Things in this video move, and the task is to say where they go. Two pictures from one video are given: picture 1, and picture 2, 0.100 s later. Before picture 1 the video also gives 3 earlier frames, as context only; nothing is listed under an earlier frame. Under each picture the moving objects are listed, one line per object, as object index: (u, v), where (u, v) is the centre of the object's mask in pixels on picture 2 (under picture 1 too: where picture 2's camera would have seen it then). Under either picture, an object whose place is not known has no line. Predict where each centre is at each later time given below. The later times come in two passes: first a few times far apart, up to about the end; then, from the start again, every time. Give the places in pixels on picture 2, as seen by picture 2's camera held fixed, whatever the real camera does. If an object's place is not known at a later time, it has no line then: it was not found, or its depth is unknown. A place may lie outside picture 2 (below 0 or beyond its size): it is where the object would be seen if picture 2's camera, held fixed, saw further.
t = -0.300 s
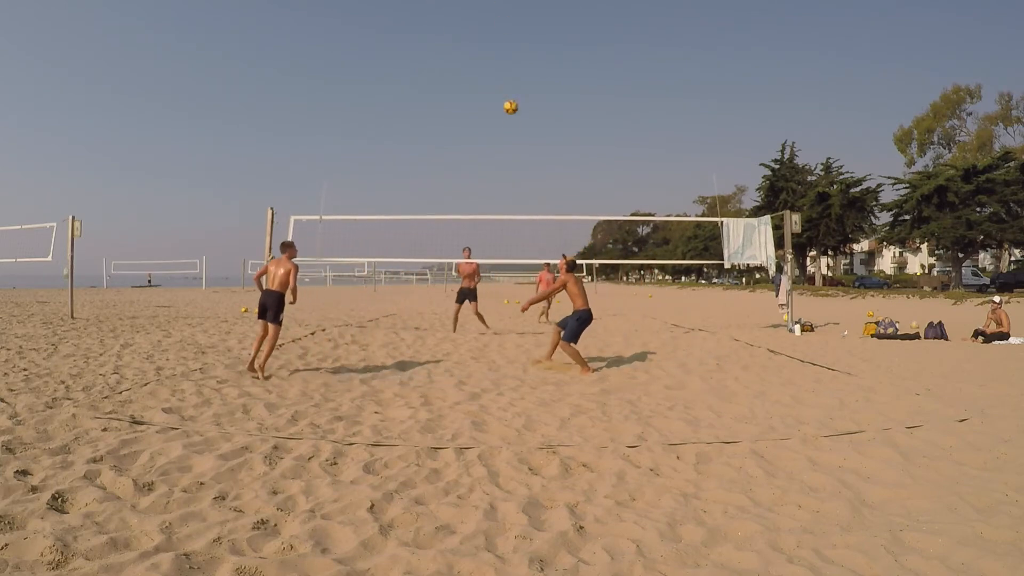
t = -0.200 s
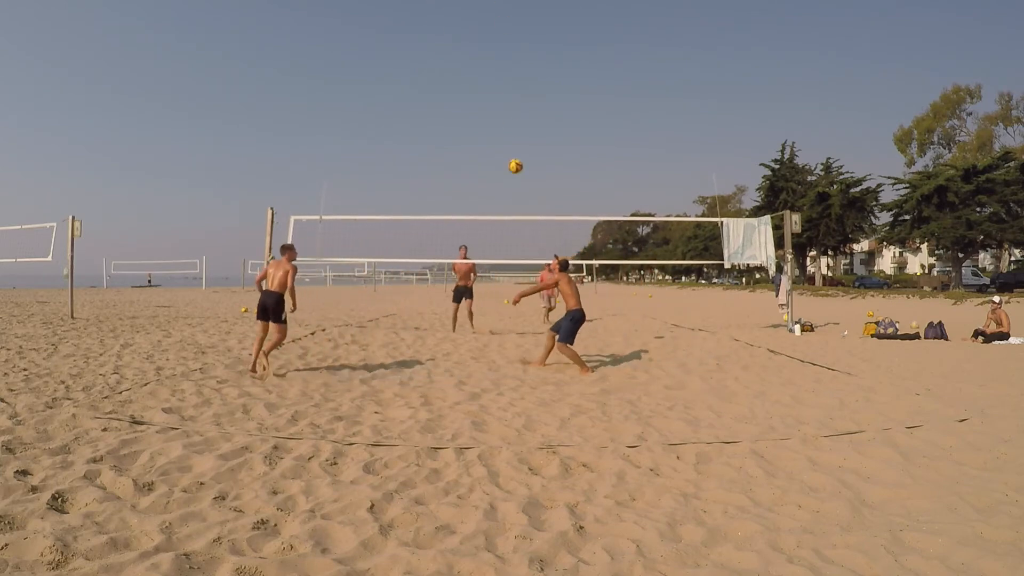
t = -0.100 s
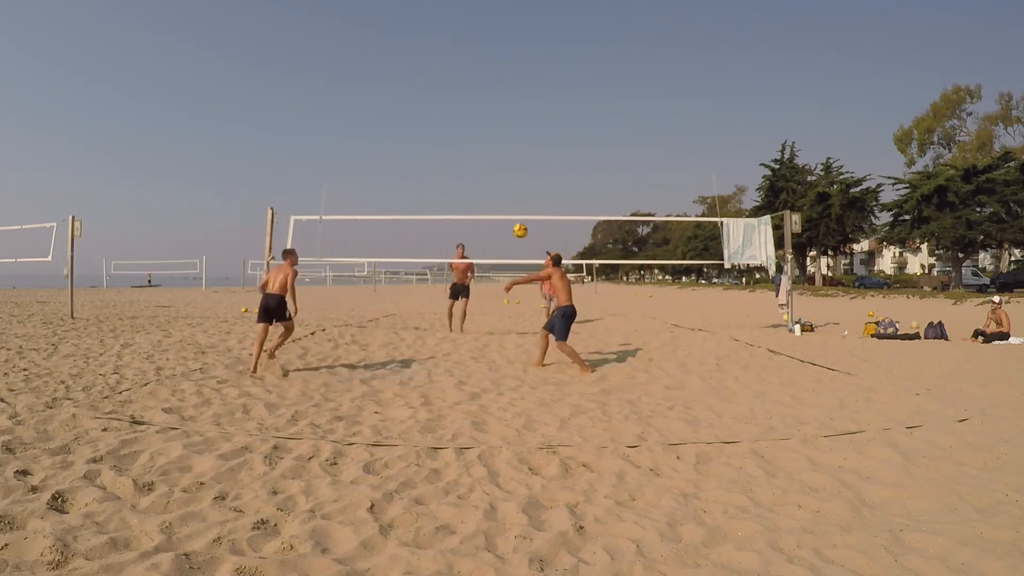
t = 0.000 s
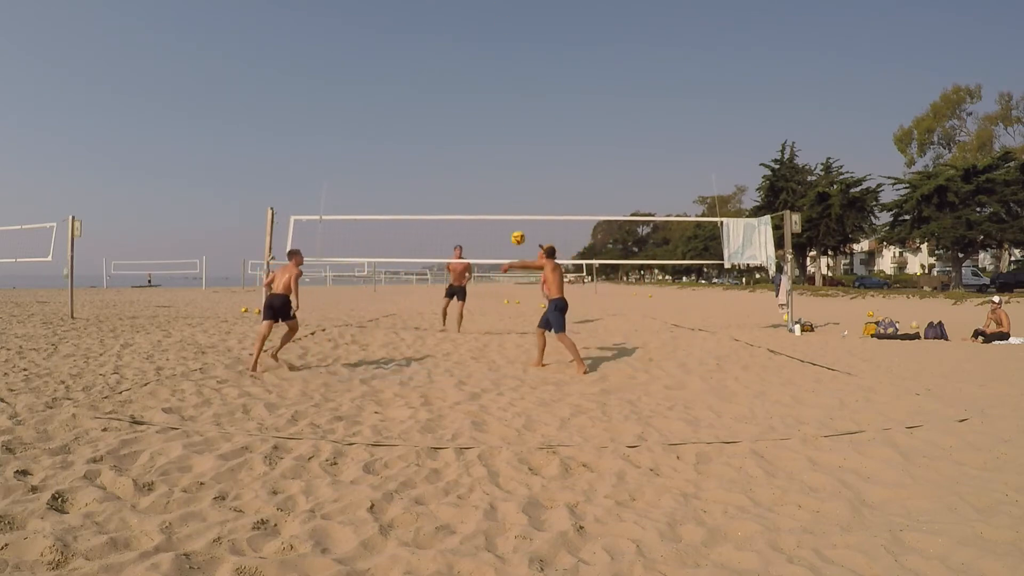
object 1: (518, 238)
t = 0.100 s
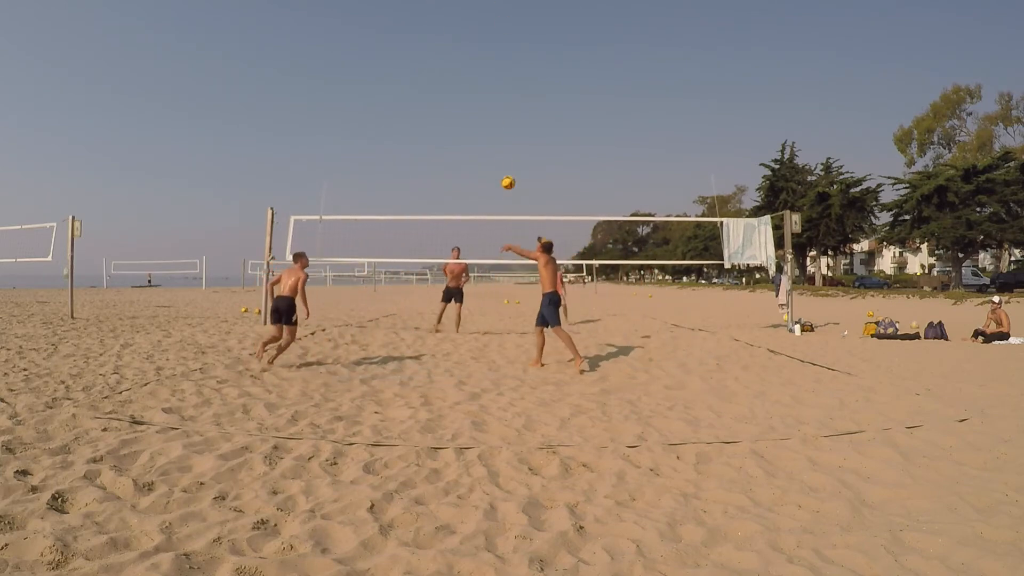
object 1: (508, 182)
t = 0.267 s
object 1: (492, 110)
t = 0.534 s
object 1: (469, 41)
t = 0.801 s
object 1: (449, 16)
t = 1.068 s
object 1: (429, 29)
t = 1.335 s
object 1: (410, 79)
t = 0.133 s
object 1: (505, 166)
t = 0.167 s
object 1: (502, 151)
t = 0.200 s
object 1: (498, 136)
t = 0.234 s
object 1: (495, 123)
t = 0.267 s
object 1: (492, 110)
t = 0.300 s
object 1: (489, 99)
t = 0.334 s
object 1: (486, 88)
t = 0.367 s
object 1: (483, 78)
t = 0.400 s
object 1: (480, 69)
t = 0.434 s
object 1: (477, 61)
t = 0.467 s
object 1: (475, 53)
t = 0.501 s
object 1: (472, 47)
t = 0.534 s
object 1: (469, 41)
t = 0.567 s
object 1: (467, 35)
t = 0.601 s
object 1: (464, 31)
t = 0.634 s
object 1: (462, 27)
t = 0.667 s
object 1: (459, 23)
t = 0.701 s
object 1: (456, 20)
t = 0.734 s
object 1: (454, 18)
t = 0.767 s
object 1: (452, 17)
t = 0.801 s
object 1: (449, 16)
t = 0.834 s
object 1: (447, 15)
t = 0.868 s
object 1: (444, 15)
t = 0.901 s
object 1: (442, 16)
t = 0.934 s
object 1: (440, 18)
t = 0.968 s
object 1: (437, 20)
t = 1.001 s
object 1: (434, 22)
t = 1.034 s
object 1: (432, 25)
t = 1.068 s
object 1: (429, 29)
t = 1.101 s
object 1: (427, 33)
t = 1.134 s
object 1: (425, 38)
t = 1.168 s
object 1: (422, 44)
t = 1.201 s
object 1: (420, 50)
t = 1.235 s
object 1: (418, 56)
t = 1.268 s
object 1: (415, 64)
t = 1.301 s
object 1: (413, 71)
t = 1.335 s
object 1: (410, 79)
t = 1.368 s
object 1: (408, 89)
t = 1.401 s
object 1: (406, 98)
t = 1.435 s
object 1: (404, 109)
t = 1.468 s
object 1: (401, 119)
